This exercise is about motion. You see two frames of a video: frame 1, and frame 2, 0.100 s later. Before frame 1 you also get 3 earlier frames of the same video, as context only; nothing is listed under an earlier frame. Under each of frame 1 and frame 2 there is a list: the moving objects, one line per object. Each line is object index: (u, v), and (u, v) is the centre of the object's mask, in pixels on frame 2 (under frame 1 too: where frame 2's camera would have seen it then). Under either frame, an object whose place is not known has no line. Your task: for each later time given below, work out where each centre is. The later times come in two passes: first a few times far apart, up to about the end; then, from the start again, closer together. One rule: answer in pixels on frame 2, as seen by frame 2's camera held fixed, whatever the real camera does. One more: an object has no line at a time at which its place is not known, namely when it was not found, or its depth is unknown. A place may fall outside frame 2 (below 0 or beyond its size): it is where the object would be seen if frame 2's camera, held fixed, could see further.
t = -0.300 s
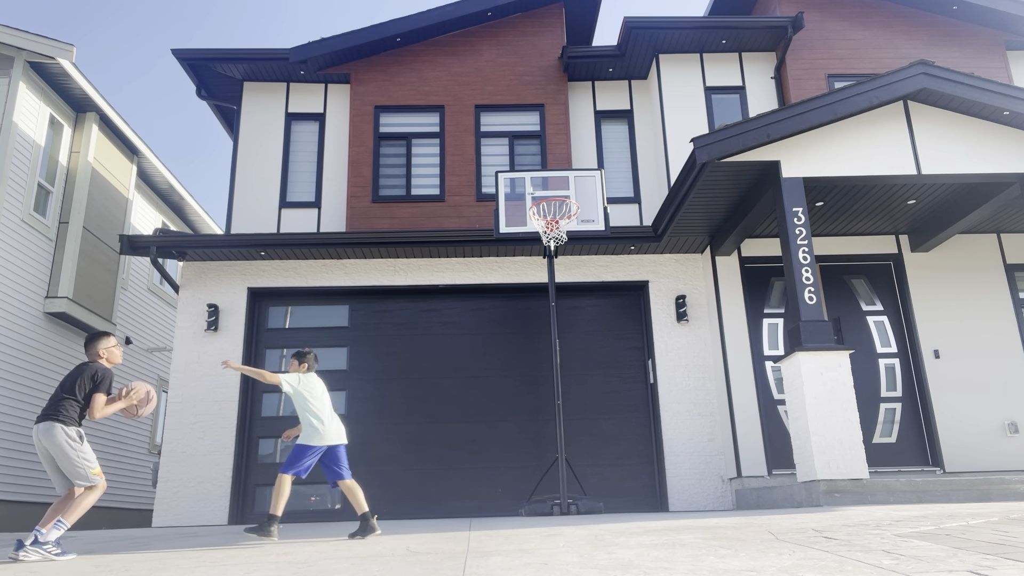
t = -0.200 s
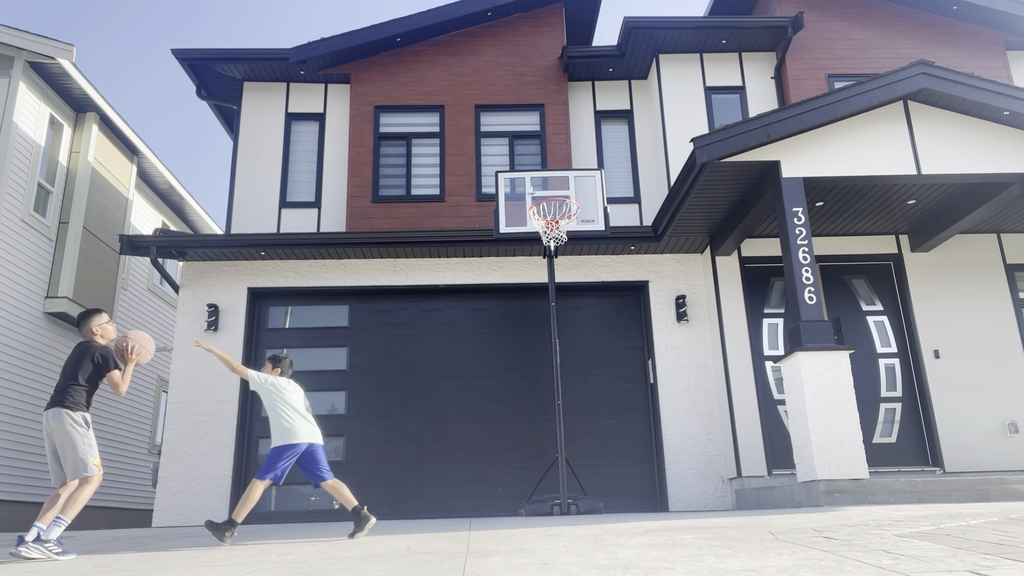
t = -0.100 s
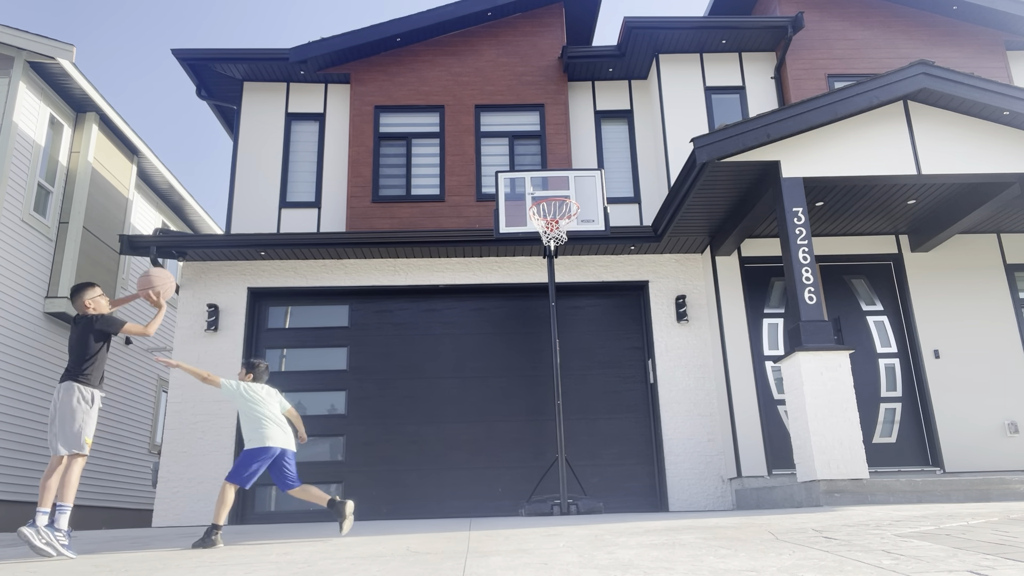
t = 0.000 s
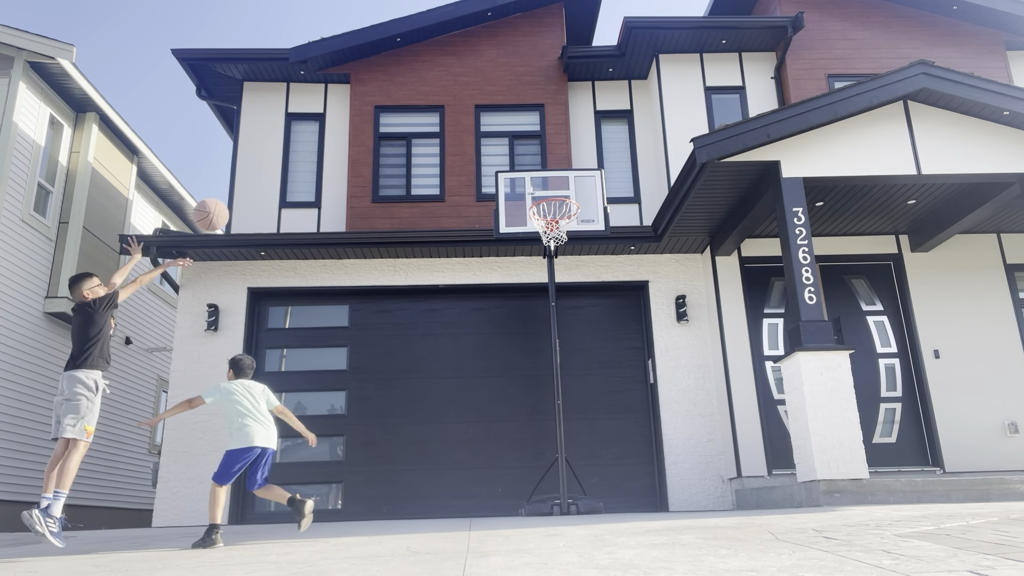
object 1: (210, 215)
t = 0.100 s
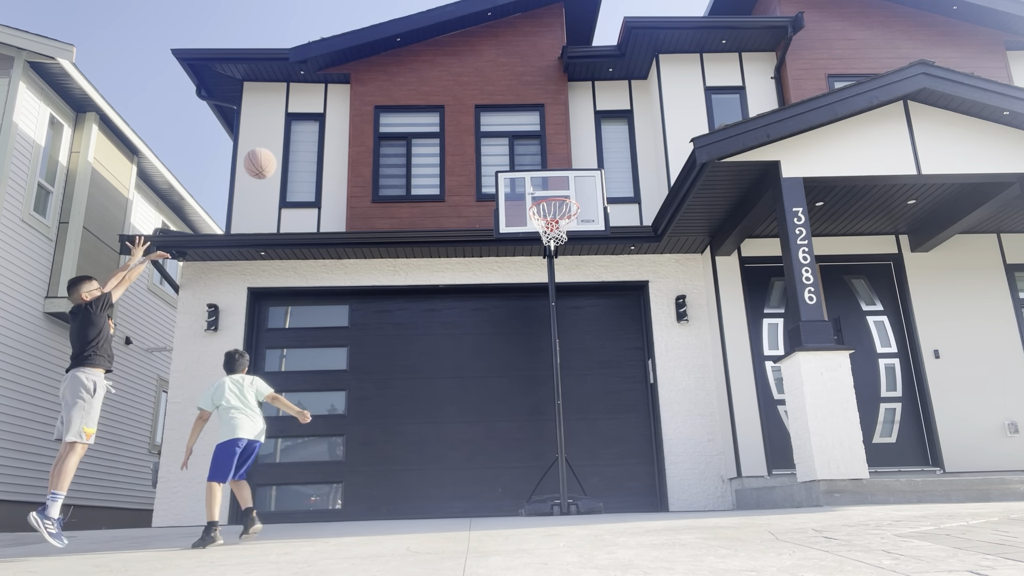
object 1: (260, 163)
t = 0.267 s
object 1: (329, 113)
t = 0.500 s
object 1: (410, 96)
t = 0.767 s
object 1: (488, 138)
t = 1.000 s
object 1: (552, 211)
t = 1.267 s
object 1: (547, 231)
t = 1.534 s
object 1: (535, 256)
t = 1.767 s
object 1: (526, 340)
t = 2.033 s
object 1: (519, 505)
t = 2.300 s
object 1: (512, 379)
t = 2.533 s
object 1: (508, 333)
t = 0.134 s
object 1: (275, 150)
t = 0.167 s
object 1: (289, 139)
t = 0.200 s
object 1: (303, 128)
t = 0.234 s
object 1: (316, 120)
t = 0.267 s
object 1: (329, 113)
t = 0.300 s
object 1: (342, 107)
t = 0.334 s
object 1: (354, 103)
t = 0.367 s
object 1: (366, 99)
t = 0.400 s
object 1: (377, 97)
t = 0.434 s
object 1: (389, 96)
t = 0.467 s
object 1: (400, 95)
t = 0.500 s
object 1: (410, 96)
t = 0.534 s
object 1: (420, 98)
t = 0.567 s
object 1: (431, 100)
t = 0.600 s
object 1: (440, 104)
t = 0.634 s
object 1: (450, 109)
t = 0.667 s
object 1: (460, 115)
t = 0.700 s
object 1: (469, 122)
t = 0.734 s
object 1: (479, 130)
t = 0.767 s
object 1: (488, 138)
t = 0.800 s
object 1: (498, 147)
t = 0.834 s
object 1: (507, 158)
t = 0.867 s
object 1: (516, 168)
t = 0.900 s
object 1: (525, 181)
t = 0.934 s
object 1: (533, 193)
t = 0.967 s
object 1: (543, 207)
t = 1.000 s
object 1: (552, 211)
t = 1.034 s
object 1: (562, 212)
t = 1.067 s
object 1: (565, 214)
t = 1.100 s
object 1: (563, 216)
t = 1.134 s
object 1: (560, 218)
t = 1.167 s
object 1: (558, 222)
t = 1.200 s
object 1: (553, 224)
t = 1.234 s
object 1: (550, 224)
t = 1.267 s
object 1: (547, 231)
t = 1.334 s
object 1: (542, 232)
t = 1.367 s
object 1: (541, 233)
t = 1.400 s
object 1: (540, 235)
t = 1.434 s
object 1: (538, 238)
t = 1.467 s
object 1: (537, 242)
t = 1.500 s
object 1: (536, 249)
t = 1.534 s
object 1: (535, 256)
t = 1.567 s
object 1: (534, 265)
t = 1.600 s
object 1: (532, 275)
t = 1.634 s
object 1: (531, 286)
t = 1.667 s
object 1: (530, 298)
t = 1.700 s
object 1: (528, 311)
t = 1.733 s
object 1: (527, 325)
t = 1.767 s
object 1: (526, 340)
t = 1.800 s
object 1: (525, 357)
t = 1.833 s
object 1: (524, 374)
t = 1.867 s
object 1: (523, 393)
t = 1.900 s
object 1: (522, 413)
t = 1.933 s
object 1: (521, 433)
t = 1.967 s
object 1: (520, 456)
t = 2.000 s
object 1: (519, 480)
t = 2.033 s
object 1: (519, 505)
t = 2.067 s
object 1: (518, 488)
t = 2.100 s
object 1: (517, 468)
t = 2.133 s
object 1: (516, 449)
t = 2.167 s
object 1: (515, 432)
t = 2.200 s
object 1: (514, 417)
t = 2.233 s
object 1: (513, 403)
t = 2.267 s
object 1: (513, 390)
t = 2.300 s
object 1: (512, 379)
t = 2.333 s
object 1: (511, 369)
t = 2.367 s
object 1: (511, 360)
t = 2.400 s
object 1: (510, 352)
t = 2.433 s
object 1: (510, 346)
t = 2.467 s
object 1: (509, 340)
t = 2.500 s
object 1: (508, 336)
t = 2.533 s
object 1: (508, 333)
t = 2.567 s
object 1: (507, 331)
